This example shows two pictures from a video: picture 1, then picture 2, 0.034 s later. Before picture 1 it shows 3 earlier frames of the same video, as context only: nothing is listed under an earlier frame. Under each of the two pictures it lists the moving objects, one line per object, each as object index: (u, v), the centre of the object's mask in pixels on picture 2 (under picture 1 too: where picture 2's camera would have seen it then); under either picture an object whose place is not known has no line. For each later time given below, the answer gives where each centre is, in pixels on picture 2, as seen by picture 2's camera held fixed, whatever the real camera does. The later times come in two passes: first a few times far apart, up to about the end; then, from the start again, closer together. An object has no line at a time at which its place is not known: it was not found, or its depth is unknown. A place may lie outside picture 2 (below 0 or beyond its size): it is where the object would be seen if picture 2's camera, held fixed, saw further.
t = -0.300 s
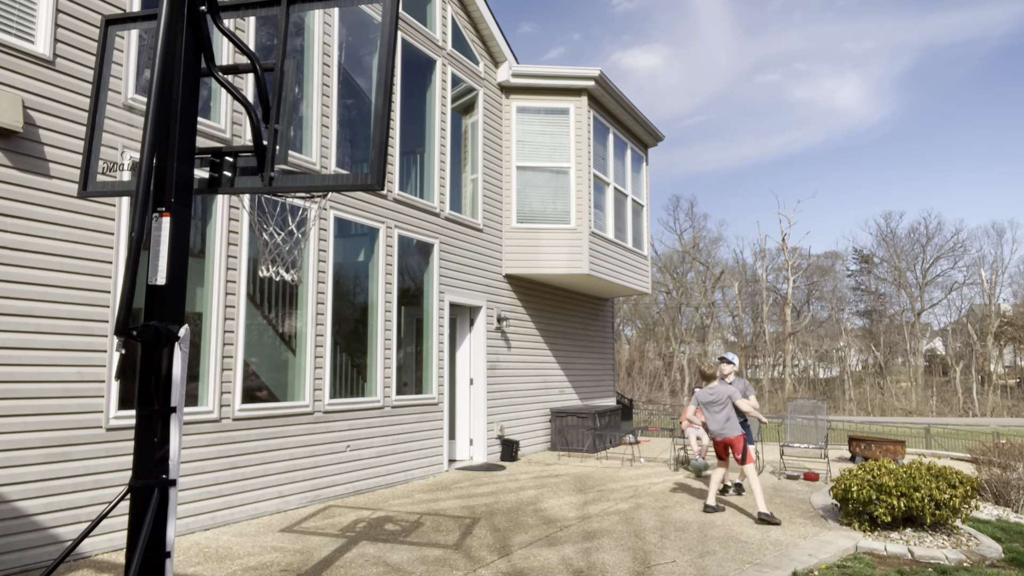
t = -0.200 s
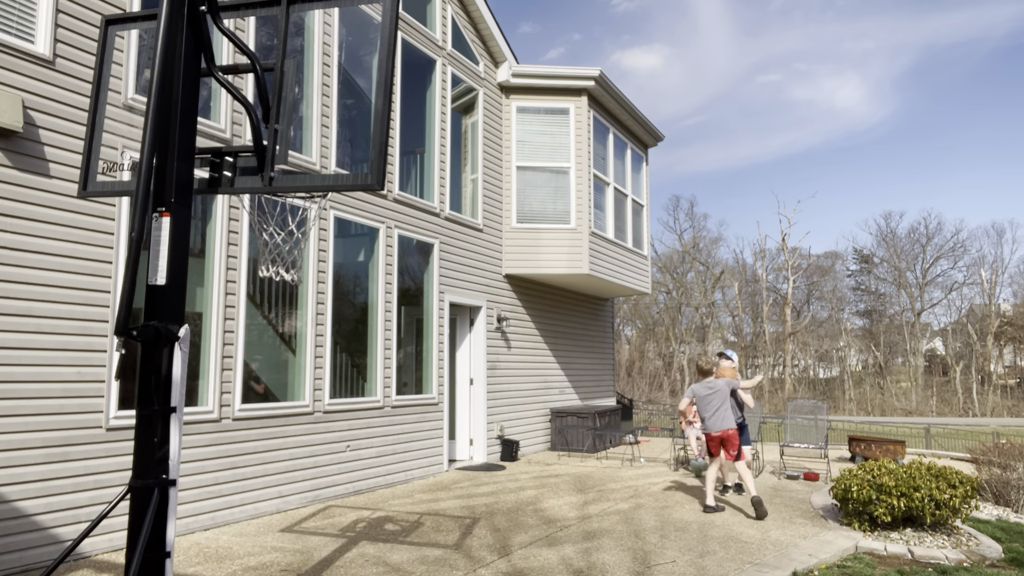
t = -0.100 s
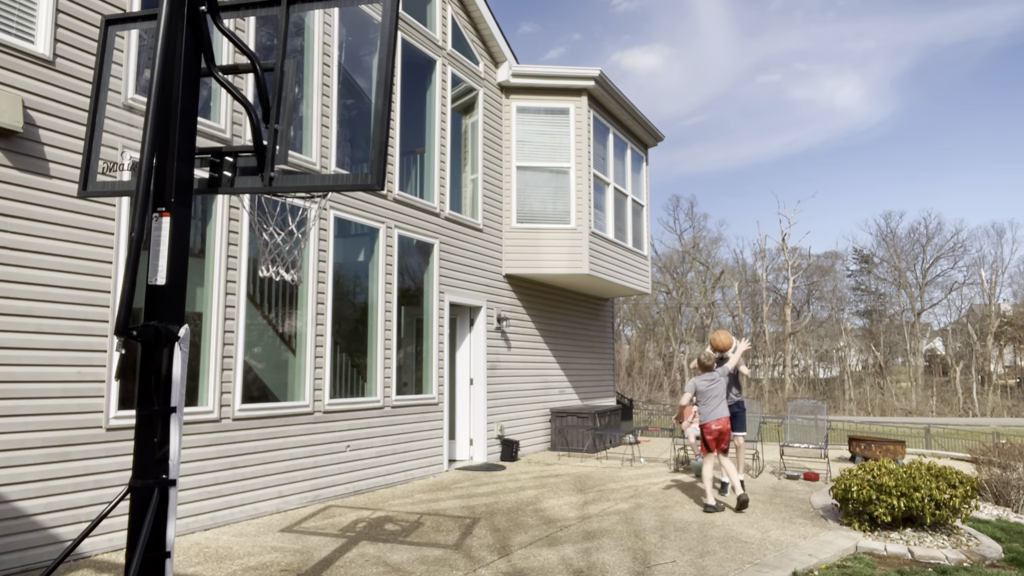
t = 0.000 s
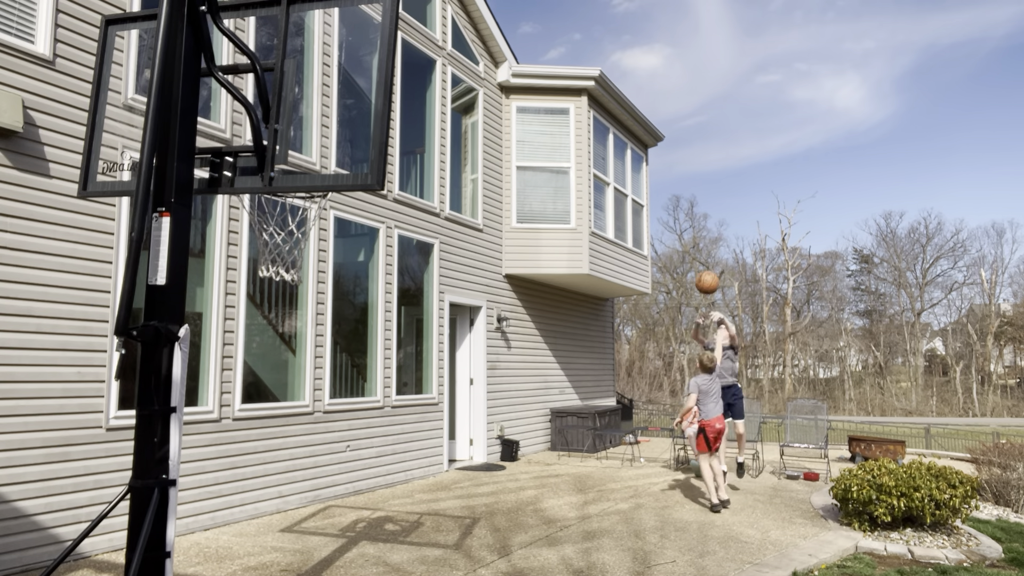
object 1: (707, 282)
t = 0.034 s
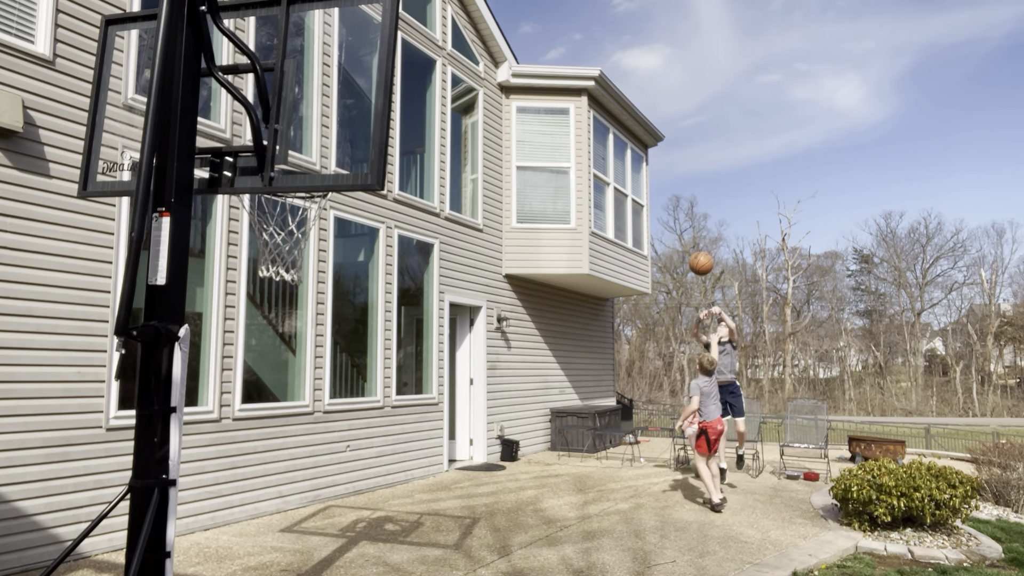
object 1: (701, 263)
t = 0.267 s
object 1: (656, 145)
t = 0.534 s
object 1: (590, 54)
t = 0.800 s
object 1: (496, 38)
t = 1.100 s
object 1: (360, 209)
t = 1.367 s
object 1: (373, 505)
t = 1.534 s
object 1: (395, 505)
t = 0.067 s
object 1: (695, 245)
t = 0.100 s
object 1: (688, 227)
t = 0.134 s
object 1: (682, 209)
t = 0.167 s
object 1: (676, 192)
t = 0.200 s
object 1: (669, 176)
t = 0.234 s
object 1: (663, 160)
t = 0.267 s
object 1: (656, 145)
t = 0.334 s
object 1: (641, 118)
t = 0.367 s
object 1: (633, 105)
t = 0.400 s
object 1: (625, 93)
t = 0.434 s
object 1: (617, 82)
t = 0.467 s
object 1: (608, 72)
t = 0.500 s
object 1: (599, 63)
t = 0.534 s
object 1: (590, 54)
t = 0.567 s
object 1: (580, 47)
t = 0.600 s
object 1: (570, 42)
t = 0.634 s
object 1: (559, 37)
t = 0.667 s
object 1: (548, 34)
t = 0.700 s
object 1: (536, 32)
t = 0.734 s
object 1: (523, 32)
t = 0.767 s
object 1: (510, 34)
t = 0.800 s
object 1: (496, 38)
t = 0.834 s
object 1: (481, 44)
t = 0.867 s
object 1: (465, 52)
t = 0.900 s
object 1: (447, 63)
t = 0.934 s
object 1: (428, 77)
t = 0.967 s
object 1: (411, 95)
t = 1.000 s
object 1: (400, 117)
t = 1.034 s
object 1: (354, 139)
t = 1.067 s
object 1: (351, 160)
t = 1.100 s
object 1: (360, 209)
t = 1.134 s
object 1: (362, 238)
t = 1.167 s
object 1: (364, 273)
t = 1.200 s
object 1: (365, 308)
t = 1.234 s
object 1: (367, 346)
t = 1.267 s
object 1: (369, 384)
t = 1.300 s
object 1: (371, 423)
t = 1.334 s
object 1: (372, 463)
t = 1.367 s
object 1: (373, 505)
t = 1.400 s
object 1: (374, 547)
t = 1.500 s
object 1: (388, 541)
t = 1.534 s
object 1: (395, 505)
